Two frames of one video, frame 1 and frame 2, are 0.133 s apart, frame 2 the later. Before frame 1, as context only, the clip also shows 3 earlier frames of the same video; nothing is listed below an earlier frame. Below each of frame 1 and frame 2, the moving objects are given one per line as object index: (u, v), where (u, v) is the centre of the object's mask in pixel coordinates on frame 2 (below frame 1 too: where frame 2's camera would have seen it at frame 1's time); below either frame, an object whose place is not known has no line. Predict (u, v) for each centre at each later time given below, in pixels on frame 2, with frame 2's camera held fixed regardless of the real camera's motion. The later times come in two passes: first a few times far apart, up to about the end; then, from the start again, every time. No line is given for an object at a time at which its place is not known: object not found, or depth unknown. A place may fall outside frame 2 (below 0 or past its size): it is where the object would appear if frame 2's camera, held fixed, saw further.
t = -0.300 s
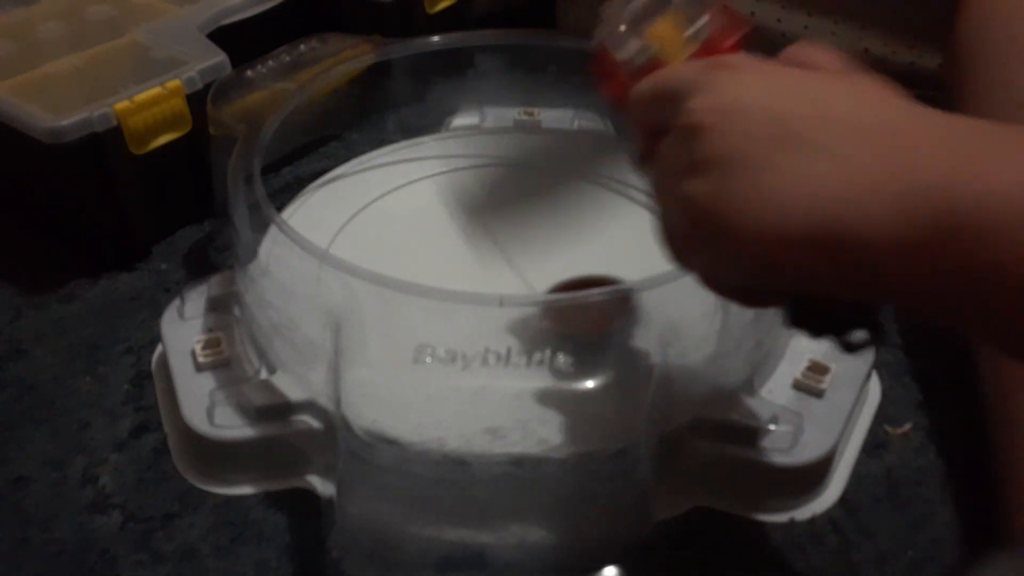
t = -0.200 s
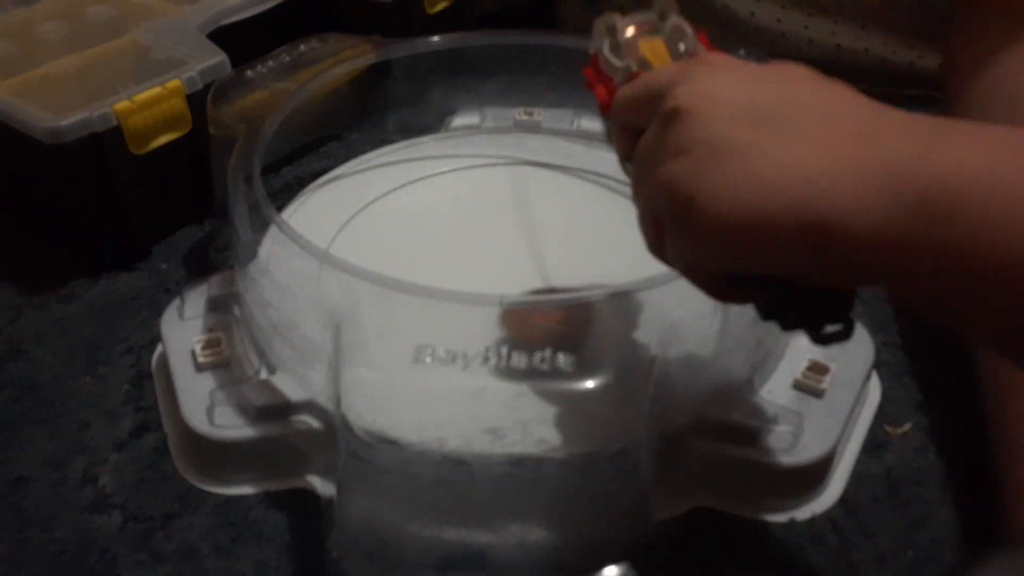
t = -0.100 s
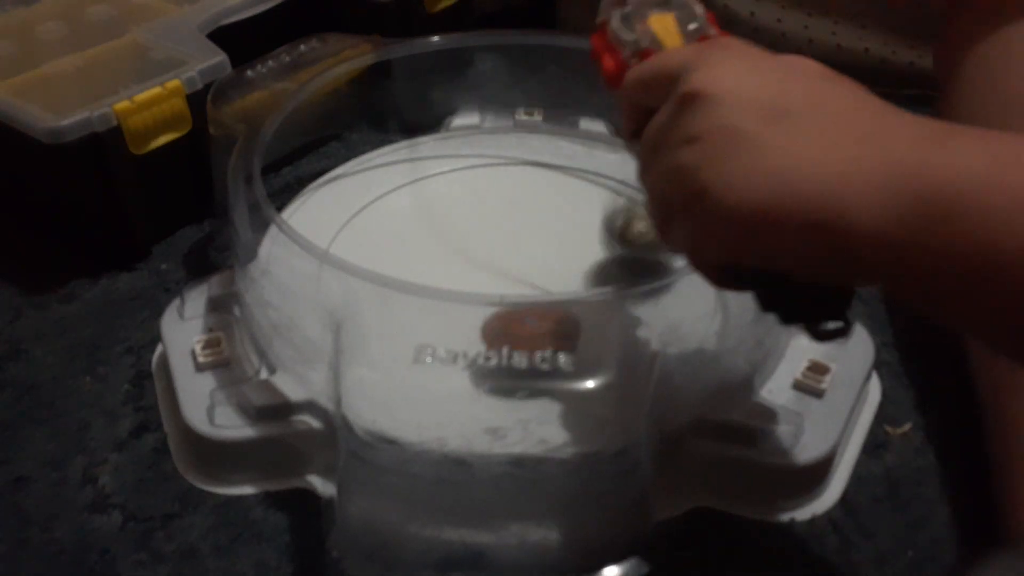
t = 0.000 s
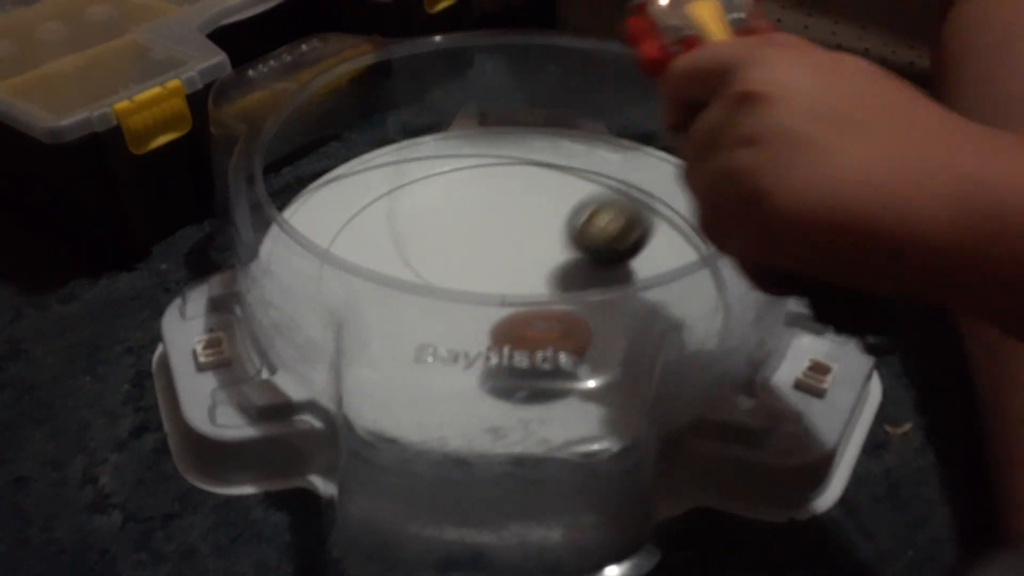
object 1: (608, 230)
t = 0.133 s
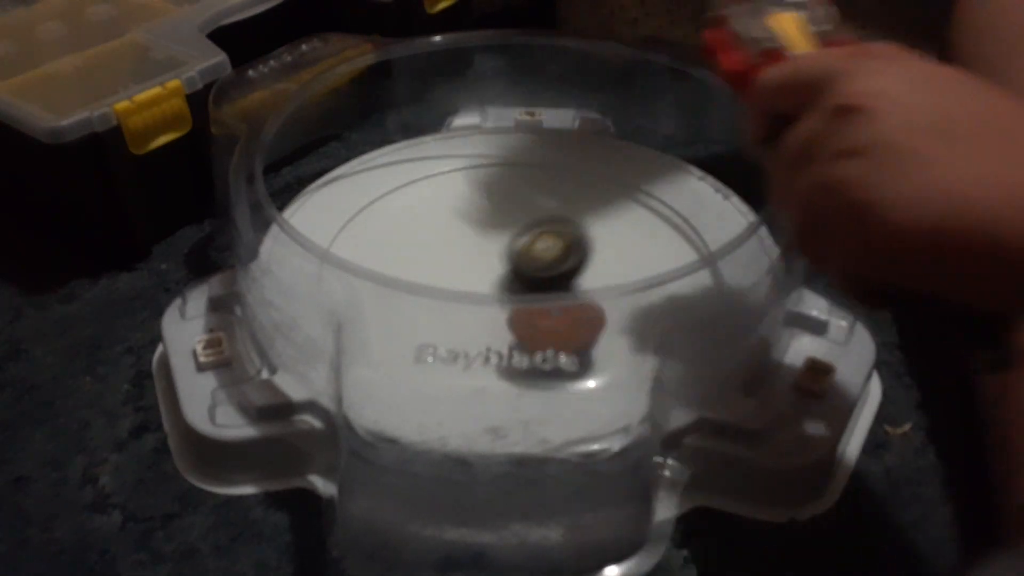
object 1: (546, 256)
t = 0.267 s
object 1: (496, 220)
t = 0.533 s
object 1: (452, 201)
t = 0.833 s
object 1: (451, 254)
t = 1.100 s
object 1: (489, 227)
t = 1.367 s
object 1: (413, 244)
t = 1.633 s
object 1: (392, 163)
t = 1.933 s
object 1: (383, 171)
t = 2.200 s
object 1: (359, 252)
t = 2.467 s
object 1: (577, 289)
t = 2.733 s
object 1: (505, 255)
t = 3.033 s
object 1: (493, 260)
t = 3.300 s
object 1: (538, 252)
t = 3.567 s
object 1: (495, 241)
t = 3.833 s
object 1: (529, 273)
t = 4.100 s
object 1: (575, 249)
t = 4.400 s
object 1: (477, 241)
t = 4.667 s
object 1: (484, 280)
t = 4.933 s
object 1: (570, 271)
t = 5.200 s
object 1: (536, 228)
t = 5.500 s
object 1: (448, 246)
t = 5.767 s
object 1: (502, 288)
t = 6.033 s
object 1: (581, 260)
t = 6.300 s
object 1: (539, 223)
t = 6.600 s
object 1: (466, 257)
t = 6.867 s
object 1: (533, 294)
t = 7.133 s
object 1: (573, 258)
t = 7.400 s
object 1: (508, 228)
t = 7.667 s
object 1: (457, 259)
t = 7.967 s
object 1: (533, 287)
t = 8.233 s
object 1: (569, 249)
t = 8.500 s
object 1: (507, 227)
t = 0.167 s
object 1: (532, 257)
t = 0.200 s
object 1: (517, 253)
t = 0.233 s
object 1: (506, 237)
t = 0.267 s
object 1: (496, 220)
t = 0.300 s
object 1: (486, 204)
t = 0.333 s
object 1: (478, 194)
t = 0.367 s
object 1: (470, 186)
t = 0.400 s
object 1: (464, 180)
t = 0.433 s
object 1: (459, 179)
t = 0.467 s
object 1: (456, 182)
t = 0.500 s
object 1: (453, 190)
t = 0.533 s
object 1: (452, 201)
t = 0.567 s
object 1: (451, 213)
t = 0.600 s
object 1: (452, 238)
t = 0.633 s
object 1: (454, 247)
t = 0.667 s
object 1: (453, 247)
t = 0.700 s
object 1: (449, 245)
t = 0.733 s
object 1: (447, 244)
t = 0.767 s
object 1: (446, 246)
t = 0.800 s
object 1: (448, 251)
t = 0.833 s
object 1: (451, 254)
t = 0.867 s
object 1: (456, 260)
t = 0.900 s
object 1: (464, 266)
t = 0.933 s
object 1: (472, 266)
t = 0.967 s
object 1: (475, 259)
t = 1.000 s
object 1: (481, 247)
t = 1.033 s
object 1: (486, 238)
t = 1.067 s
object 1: (489, 232)
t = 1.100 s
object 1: (489, 227)
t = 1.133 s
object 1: (487, 223)
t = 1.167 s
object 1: (482, 222)
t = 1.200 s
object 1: (475, 222)
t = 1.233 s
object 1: (468, 224)
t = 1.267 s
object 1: (459, 232)
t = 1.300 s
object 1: (452, 241)
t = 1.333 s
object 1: (450, 251)
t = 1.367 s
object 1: (413, 244)
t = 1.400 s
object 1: (341, 222)
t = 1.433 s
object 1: (297, 188)
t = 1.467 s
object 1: (298, 179)
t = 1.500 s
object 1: (314, 177)
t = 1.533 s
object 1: (332, 169)
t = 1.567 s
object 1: (353, 164)
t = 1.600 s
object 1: (373, 162)
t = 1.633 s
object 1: (392, 163)
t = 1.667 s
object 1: (410, 164)
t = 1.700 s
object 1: (430, 169)
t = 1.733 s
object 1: (452, 176)
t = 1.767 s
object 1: (472, 187)
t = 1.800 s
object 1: (465, 185)
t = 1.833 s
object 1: (440, 136)
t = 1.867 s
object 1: (419, 119)
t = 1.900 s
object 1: (397, 147)
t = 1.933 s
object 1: (383, 171)
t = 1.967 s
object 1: (369, 205)
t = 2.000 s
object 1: (367, 229)
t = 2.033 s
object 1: (362, 235)
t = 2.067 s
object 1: (342, 234)
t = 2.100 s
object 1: (331, 233)
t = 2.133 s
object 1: (333, 235)
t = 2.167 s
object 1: (342, 243)
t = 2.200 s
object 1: (359, 252)
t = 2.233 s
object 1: (377, 264)
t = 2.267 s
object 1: (404, 275)
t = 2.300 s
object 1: (434, 284)
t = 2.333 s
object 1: (466, 291)
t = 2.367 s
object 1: (497, 305)
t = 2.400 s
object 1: (529, 306)
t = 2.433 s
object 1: (560, 295)
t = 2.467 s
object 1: (577, 289)
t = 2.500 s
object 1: (562, 274)
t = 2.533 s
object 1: (546, 272)
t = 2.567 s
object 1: (529, 269)
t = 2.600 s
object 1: (518, 265)
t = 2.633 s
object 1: (511, 262)
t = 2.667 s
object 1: (509, 259)
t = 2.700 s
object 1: (507, 257)
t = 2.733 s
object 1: (505, 255)
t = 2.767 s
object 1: (502, 254)
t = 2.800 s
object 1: (498, 253)
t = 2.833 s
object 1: (495, 252)
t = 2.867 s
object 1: (492, 252)
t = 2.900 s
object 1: (490, 253)
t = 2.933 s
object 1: (489, 255)
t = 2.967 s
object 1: (489, 256)
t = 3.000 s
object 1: (489, 259)
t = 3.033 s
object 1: (493, 260)
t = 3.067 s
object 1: (499, 261)
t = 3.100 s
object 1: (505, 262)
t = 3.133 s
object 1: (512, 262)
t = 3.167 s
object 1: (519, 262)
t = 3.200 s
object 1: (526, 260)
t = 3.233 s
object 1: (531, 258)
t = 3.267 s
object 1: (535, 255)
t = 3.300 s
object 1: (538, 252)
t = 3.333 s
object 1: (538, 248)
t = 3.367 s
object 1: (537, 241)
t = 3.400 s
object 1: (532, 239)
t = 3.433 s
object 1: (526, 236)
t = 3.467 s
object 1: (518, 235)
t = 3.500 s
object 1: (510, 235)
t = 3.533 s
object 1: (502, 237)
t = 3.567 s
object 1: (495, 241)
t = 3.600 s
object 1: (489, 246)
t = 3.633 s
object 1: (486, 254)
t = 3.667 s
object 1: (487, 259)
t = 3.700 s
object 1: (491, 263)
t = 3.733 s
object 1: (498, 267)
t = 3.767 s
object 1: (507, 270)
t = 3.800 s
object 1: (517, 271)
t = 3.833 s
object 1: (529, 273)
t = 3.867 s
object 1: (540, 273)
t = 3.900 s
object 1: (551, 272)
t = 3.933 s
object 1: (561, 269)
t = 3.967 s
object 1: (570, 266)
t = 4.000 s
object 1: (576, 263)
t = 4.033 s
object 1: (578, 258)
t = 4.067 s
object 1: (579, 253)
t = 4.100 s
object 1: (575, 249)
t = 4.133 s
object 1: (569, 243)
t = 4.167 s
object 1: (559, 236)
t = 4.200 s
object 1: (548, 231)
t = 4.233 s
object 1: (536, 229)
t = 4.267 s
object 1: (523, 230)
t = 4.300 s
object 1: (511, 231)
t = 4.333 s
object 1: (498, 232)
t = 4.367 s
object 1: (487, 237)
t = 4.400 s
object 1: (477, 241)
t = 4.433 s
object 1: (470, 248)
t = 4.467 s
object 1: (463, 256)
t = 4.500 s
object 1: (460, 260)
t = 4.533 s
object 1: (460, 264)
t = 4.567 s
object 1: (463, 268)
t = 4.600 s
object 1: (469, 272)
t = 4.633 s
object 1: (475, 276)
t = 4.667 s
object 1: (484, 280)
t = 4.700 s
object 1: (493, 295)
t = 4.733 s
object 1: (507, 296)
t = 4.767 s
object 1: (521, 298)
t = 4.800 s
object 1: (535, 299)
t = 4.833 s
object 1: (546, 296)
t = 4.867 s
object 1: (557, 290)
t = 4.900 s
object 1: (565, 290)
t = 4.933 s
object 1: (570, 271)
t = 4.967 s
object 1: (574, 266)
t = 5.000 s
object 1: (575, 261)
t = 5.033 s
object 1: (575, 256)
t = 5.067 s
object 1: (571, 251)
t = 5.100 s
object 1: (565, 241)
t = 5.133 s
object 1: (557, 234)
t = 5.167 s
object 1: (547, 231)
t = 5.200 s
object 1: (536, 228)
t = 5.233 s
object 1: (525, 224)
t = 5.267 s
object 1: (514, 219)
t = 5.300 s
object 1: (501, 220)
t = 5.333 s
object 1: (490, 221)
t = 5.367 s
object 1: (479, 223)
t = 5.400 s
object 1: (469, 227)
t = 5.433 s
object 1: (460, 232)
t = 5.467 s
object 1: (453, 239)
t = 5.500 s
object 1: (448, 246)
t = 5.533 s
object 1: (445, 253)
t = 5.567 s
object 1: (447, 257)
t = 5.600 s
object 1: (451, 263)
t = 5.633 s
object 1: (457, 267)
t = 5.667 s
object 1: (466, 270)
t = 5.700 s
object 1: (477, 274)
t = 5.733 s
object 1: (489, 277)
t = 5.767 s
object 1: (502, 288)
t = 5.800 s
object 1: (517, 289)
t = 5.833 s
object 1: (529, 290)
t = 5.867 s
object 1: (541, 288)
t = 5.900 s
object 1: (552, 274)
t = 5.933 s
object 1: (562, 271)
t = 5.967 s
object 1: (570, 268)
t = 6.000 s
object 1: (577, 264)
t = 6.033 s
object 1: (581, 260)
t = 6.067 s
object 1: (583, 256)
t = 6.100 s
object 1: (583, 251)
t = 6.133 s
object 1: (580, 246)
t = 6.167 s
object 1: (575, 238)
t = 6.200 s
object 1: (568, 232)
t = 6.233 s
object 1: (559, 228)
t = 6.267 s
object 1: (550, 225)
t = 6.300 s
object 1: (539, 223)
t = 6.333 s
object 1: (528, 222)
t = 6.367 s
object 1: (517, 223)
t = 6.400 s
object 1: (506, 224)
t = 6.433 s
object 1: (495, 227)
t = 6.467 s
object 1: (486, 232)
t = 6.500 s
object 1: (478, 238)
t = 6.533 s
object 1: (472, 245)
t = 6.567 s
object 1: (468, 253)
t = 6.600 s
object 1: (466, 257)
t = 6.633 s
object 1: (467, 262)
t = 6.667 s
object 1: (469, 266)
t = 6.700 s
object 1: (474, 270)
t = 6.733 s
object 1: (481, 273)
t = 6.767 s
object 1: (498, 290)
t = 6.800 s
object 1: (510, 291)
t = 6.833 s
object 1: (521, 293)
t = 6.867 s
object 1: (533, 294)
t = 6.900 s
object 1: (543, 293)
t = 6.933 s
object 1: (553, 288)
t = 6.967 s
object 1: (560, 275)
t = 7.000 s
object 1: (567, 272)
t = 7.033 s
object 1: (572, 268)
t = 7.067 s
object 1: (575, 265)
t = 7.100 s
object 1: (576, 261)
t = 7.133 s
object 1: (573, 258)
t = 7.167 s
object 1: (570, 253)
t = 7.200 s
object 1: (564, 248)
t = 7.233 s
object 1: (557, 240)
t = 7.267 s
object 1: (549, 237)
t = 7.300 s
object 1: (539, 233)
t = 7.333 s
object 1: (529, 228)
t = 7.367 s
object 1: (518, 227)
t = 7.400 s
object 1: (508, 228)
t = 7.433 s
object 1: (497, 230)
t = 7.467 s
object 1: (487, 232)
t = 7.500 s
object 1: (478, 234)
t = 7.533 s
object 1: (470, 239)
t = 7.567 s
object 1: (464, 244)
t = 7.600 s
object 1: (458, 252)
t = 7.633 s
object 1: (456, 256)
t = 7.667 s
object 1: (457, 259)
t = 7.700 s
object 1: (459, 263)
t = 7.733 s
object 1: (463, 266)
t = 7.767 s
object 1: (471, 271)
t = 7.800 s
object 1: (479, 273)
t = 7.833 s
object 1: (490, 275)
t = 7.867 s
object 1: (500, 277)
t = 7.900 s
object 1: (510, 278)
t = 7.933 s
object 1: (522, 289)
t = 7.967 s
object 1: (533, 287)
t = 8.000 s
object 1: (543, 274)
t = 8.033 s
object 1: (552, 272)
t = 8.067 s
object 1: (559, 268)
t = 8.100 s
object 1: (565, 266)
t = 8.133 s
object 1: (569, 262)
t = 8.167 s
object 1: (570, 258)
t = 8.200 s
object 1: (571, 253)
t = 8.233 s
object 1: (569, 249)
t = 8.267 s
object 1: (565, 240)
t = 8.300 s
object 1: (559, 236)
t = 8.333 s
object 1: (552, 231)
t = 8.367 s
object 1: (544, 228)
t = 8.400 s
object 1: (534, 227)
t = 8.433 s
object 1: (524, 226)
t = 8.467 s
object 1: (515, 225)
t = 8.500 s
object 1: (507, 227)
